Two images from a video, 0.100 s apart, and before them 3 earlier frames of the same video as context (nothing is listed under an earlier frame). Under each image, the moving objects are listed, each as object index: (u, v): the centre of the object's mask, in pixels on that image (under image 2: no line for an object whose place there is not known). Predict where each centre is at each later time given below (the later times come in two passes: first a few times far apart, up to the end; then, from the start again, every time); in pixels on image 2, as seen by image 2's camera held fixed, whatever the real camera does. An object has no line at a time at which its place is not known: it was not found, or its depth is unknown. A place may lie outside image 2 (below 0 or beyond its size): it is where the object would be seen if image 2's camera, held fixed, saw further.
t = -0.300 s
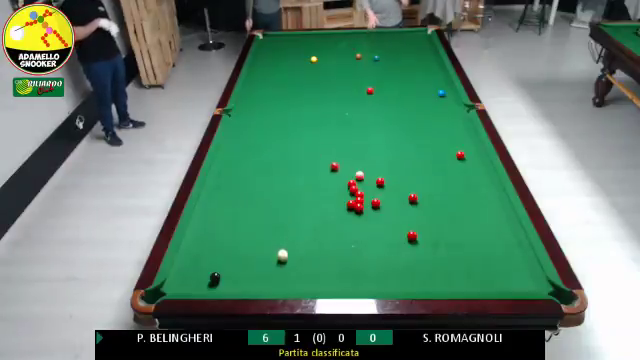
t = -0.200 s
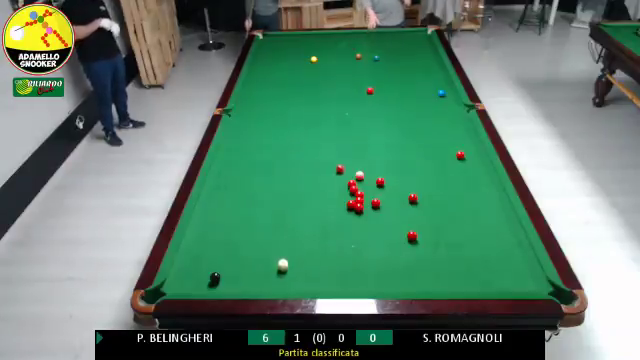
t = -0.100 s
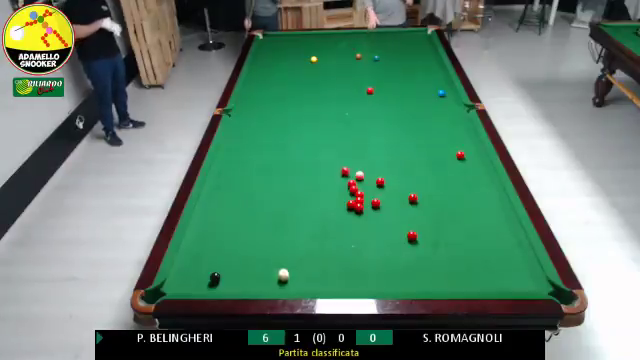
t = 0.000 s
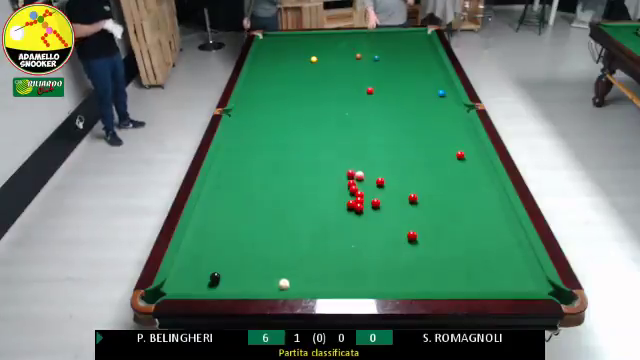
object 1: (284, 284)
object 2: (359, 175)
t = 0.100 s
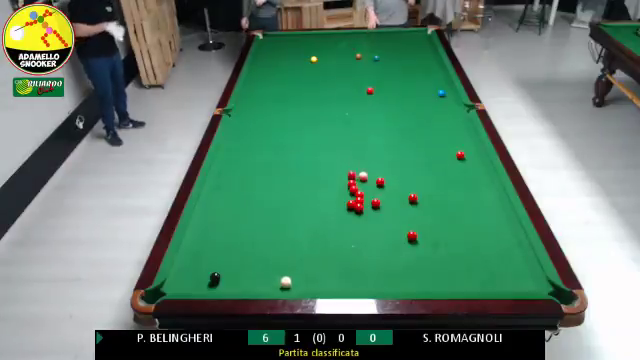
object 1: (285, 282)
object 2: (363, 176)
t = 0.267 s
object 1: (289, 271)
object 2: (369, 177)
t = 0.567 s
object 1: (294, 254)
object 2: (374, 178)
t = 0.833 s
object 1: (298, 241)
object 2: (375, 178)
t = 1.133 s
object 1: (302, 229)
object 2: (375, 178)
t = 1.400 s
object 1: (305, 219)
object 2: (375, 178)
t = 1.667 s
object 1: (307, 211)
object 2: (375, 178)
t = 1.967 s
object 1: (310, 203)
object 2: (375, 178)
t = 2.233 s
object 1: (311, 198)
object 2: (375, 177)
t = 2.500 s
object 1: (313, 193)
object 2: (375, 177)
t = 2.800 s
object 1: (315, 189)
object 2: (375, 178)
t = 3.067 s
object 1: (315, 187)
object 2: (375, 178)
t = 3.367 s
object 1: (316, 184)
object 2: (375, 177)
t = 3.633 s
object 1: (316, 184)
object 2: (375, 178)
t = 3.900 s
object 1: (316, 184)
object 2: (375, 178)
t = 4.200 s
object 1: (316, 184)
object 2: (375, 178)
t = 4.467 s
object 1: (316, 184)
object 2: (375, 177)
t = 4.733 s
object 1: (316, 184)
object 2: (375, 178)
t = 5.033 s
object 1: (316, 184)
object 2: (375, 178)
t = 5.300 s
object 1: (316, 184)
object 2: (375, 178)
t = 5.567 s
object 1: (316, 184)
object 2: (375, 178)
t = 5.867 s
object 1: (316, 184)
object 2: (375, 178)
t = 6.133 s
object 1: (316, 184)
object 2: (375, 178)
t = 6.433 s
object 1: (316, 184)
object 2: (375, 178)
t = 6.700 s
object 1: (316, 184)
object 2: (375, 178)
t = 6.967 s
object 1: (316, 184)
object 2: (375, 178)
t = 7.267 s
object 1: (316, 184)
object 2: (375, 178)
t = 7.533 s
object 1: (316, 184)
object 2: (375, 178)
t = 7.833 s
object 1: (316, 184)
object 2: (375, 178)
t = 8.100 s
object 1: (316, 184)
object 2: (375, 178)
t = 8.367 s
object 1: (316, 184)
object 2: (375, 178)
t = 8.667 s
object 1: (316, 184)
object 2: (375, 178)
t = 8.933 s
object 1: (316, 184)
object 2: (375, 178)
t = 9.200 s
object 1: (316, 184)
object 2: (375, 178)
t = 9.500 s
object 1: (316, 184)
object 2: (375, 178)
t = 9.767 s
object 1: (316, 184)
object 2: (375, 178)
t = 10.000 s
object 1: (316, 184)
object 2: (375, 178)
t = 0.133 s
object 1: (286, 280)
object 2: (364, 176)
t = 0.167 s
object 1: (287, 278)
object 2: (365, 177)
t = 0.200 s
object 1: (287, 276)
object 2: (366, 177)
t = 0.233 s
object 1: (288, 274)
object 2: (367, 177)
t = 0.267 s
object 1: (289, 271)
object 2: (369, 177)
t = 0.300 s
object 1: (290, 270)
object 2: (370, 177)
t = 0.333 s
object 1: (290, 267)
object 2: (371, 178)
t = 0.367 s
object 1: (291, 265)
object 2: (372, 178)
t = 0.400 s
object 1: (291, 264)
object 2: (373, 178)
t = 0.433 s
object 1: (292, 262)
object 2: (373, 178)
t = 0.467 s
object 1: (293, 260)
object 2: (373, 178)
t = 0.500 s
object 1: (293, 258)
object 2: (374, 178)
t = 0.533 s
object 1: (294, 256)
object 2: (374, 178)
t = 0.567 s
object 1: (294, 254)
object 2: (374, 178)
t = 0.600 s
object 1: (295, 252)
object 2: (374, 178)
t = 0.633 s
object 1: (295, 251)
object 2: (375, 178)
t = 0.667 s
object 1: (296, 249)
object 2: (375, 178)
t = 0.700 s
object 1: (296, 247)
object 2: (375, 178)
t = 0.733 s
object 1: (297, 246)
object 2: (375, 178)
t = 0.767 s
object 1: (297, 244)
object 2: (375, 178)
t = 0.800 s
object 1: (298, 243)
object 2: (375, 178)
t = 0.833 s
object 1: (298, 241)
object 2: (375, 178)
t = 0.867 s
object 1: (298, 240)
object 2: (375, 178)
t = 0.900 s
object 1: (299, 238)
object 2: (375, 178)
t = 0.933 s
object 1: (300, 237)
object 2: (375, 178)
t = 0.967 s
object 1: (300, 235)
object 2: (375, 178)
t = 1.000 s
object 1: (300, 234)
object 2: (375, 178)
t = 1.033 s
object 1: (301, 233)
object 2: (375, 178)
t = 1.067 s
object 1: (301, 231)
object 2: (375, 178)
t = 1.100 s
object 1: (302, 230)
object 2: (375, 178)
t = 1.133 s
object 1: (302, 229)
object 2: (375, 178)
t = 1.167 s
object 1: (303, 228)
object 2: (375, 178)
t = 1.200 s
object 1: (303, 226)
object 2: (375, 178)
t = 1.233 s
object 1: (303, 225)
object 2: (375, 178)
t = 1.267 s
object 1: (303, 224)
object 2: (375, 178)
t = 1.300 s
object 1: (304, 223)
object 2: (375, 178)
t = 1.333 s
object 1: (304, 221)
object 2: (375, 178)
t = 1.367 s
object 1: (305, 220)
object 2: (375, 178)
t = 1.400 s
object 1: (305, 219)
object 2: (375, 178)
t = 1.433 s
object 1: (305, 218)
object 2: (375, 177)
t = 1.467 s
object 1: (306, 217)
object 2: (375, 178)
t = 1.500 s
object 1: (306, 216)
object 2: (375, 178)
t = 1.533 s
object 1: (306, 215)
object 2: (375, 178)
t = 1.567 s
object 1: (307, 214)
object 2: (375, 178)
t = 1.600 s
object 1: (307, 213)
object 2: (375, 178)
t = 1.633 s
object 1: (307, 212)
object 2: (375, 178)
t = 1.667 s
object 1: (307, 211)
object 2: (375, 178)
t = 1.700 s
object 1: (308, 210)
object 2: (375, 178)
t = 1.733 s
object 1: (308, 209)
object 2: (375, 178)
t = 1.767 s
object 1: (308, 208)
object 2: (375, 178)
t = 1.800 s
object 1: (309, 207)
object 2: (375, 178)
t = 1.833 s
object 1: (309, 207)
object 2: (375, 178)
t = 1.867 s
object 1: (309, 206)
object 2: (375, 178)
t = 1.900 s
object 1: (310, 205)
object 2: (375, 178)
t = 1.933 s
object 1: (310, 204)
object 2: (375, 178)
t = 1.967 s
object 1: (310, 203)
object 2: (375, 178)
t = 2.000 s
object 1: (310, 202)
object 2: (375, 178)
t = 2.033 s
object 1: (310, 202)
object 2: (375, 178)
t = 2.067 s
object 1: (311, 201)
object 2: (375, 177)
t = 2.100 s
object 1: (311, 201)
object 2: (375, 177)
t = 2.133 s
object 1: (311, 200)
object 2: (375, 177)
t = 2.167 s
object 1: (311, 199)
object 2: (375, 177)
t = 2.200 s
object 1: (312, 199)
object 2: (375, 177)
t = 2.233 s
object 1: (311, 198)
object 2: (375, 177)
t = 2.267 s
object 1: (312, 197)
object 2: (375, 177)
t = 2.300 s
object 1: (312, 197)
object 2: (375, 177)
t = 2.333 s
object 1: (312, 196)
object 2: (375, 177)
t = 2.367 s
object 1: (313, 196)
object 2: (375, 177)
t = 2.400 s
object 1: (313, 195)
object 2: (375, 177)
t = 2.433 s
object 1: (313, 194)
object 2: (375, 177)
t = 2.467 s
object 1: (313, 194)
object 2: (375, 177)
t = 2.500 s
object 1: (313, 193)
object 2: (375, 177)
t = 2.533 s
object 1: (314, 193)
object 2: (375, 177)
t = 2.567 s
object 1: (314, 192)
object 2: (375, 177)
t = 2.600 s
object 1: (314, 192)
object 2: (375, 177)
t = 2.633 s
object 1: (314, 191)
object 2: (375, 177)
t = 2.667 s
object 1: (314, 191)
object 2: (375, 177)
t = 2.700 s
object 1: (314, 191)
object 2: (375, 177)
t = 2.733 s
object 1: (314, 190)
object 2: (375, 177)
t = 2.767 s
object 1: (315, 190)
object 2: (375, 178)
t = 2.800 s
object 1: (315, 189)
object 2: (375, 178)
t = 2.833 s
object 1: (315, 189)
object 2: (375, 178)
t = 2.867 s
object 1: (315, 188)
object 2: (375, 177)
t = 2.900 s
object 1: (315, 188)
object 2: (375, 177)
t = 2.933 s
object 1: (315, 188)
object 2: (375, 177)
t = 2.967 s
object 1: (315, 187)
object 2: (375, 177)
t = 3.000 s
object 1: (315, 187)
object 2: (375, 177)
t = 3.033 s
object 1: (315, 187)
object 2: (375, 178)
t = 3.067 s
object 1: (315, 187)
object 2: (375, 178)
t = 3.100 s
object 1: (315, 186)
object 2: (375, 177)
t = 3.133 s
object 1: (315, 186)
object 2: (375, 177)
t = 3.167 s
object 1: (315, 186)
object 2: (375, 177)
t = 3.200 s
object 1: (316, 186)
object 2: (375, 177)
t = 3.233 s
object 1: (316, 186)
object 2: (375, 178)
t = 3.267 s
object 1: (316, 185)
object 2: (375, 178)
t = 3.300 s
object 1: (316, 185)
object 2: (375, 178)
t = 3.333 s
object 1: (316, 185)
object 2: (375, 178)
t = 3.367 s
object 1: (316, 184)
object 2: (375, 177)
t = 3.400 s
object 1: (316, 184)
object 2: (375, 178)
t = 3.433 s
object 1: (316, 184)
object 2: (375, 178)
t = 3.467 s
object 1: (316, 184)
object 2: (375, 177)
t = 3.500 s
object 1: (316, 184)
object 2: (375, 178)
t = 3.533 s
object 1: (316, 184)
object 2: (375, 177)
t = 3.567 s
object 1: (316, 184)
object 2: (375, 178)
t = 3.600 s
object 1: (316, 184)
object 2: (375, 178)
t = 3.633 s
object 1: (316, 184)
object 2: (375, 178)
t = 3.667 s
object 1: (316, 184)
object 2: (375, 178)
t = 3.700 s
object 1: (316, 184)
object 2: (375, 178)
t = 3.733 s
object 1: (316, 184)
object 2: (375, 178)
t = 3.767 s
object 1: (316, 184)
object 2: (375, 178)
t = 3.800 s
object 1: (316, 184)
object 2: (375, 178)
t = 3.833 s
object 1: (316, 184)
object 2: (375, 177)
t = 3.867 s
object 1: (316, 184)
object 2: (375, 178)
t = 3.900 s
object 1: (316, 184)
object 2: (375, 178)
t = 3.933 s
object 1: (316, 184)
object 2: (375, 178)
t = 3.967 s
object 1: (316, 184)
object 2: (375, 178)
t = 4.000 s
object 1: (316, 184)
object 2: (375, 178)
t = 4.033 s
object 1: (316, 184)
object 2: (375, 177)
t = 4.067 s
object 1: (316, 184)
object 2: (375, 178)
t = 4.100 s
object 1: (316, 184)
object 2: (375, 177)
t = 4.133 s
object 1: (316, 184)
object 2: (375, 178)
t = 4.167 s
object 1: (316, 184)
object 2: (375, 178)
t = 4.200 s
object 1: (316, 184)
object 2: (375, 178)
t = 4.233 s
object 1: (316, 184)
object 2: (375, 178)
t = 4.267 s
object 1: (316, 184)
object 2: (375, 178)
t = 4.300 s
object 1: (316, 184)
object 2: (375, 178)
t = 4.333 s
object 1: (316, 184)
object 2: (375, 178)
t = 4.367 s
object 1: (316, 184)
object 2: (375, 178)
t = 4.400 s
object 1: (316, 184)
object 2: (375, 178)
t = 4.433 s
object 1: (316, 184)
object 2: (375, 178)
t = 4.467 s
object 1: (316, 184)
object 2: (375, 177)
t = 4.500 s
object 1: (316, 184)
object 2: (375, 178)
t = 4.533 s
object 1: (316, 184)
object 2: (375, 178)
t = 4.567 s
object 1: (316, 184)
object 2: (375, 178)
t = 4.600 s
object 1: (316, 184)
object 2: (375, 177)
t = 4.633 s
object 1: (316, 184)
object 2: (375, 177)
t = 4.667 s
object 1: (316, 184)
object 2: (375, 177)
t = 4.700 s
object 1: (316, 184)
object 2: (375, 178)
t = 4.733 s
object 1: (316, 184)
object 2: (375, 178)
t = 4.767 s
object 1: (316, 184)
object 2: (375, 178)
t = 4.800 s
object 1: (316, 184)
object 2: (375, 178)
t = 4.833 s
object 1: (316, 184)
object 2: (375, 178)
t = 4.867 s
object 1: (316, 184)
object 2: (375, 177)
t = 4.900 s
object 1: (316, 184)
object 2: (375, 178)
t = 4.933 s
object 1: (316, 184)
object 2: (375, 178)
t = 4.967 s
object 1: (316, 184)
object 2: (375, 178)
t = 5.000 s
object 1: (316, 184)
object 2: (375, 178)
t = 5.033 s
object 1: (316, 184)
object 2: (375, 178)
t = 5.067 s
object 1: (316, 184)
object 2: (375, 178)
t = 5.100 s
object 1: (316, 184)
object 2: (375, 178)
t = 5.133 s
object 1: (316, 184)
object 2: (375, 178)
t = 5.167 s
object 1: (316, 184)
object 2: (375, 178)
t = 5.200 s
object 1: (316, 184)
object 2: (375, 178)
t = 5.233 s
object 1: (316, 184)
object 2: (375, 178)
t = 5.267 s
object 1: (316, 184)
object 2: (375, 178)
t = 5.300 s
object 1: (316, 184)
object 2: (375, 178)
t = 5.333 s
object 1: (316, 184)
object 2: (375, 178)
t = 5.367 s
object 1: (316, 184)
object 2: (375, 178)
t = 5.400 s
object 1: (316, 184)
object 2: (375, 178)
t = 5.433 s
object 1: (316, 184)
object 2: (375, 178)
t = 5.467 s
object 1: (316, 184)
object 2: (375, 178)
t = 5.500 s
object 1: (316, 184)
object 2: (375, 178)
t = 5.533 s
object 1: (316, 184)
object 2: (375, 178)
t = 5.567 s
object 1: (316, 184)
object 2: (375, 178)
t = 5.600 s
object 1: (316, 184)
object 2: (375, 178)
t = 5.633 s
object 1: (316, 184)
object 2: (375, 178)
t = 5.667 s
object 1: (316, 184)
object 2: (375, 178)
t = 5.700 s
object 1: (316, 184)
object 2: (375, 178)
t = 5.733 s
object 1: (316, 184)
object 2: (375, 178)
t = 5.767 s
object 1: (316, 184)
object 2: (375, 178)
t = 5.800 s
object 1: (316, 184)
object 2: (375, 178)
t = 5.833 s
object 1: (316, 184)
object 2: (375, 178)
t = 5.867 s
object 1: (316, 184)
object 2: (375, 178)
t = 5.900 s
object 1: (316, 184)
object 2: (375, 178)
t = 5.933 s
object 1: (316, 184)
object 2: (375, 178)
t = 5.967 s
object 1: (316, 184)
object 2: (375, 178)
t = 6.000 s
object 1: (316, 184)
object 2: (375, 178)
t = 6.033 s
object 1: (316, 184)
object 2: (375, 178)
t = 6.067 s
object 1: (316, 184)
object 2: (375, 178)
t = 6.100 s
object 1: (316, 184)
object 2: (375, 178)
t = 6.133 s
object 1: (316, 184)
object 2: (375, 178)
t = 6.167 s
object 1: (316, 184)
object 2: (375, 178)
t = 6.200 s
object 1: (316, 184)
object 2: (375, 178)
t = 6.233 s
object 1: (316, 184)
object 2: (375, 178)
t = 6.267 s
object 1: (316, 184)
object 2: (375, 178)
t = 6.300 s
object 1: (316, 184)
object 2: (375, 178)
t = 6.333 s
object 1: (316, 184)
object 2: (375, 178)
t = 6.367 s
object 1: (316, 184)
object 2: (375, 178)
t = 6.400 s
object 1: (316, 184)
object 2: (375, 178)
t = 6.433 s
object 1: (316, 184)
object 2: (375, 178)
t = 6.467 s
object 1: (316, 184)
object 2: (375, 178)
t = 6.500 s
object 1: (316, 184)
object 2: (375, 178)
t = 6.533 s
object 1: (316, 184)
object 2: (375, 178)
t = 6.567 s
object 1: (316, 184)
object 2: (375, 178)
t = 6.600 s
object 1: (316, 184)
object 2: (375, 178)
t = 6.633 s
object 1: (316, 184)
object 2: (375, 178)
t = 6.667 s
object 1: (316, 184)
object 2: (375, 178)
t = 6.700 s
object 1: (316, 184)
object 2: (375, 178)
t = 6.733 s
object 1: (316, 184)
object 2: (375, 178)
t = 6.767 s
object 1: (316, 184)
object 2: (375, 178)
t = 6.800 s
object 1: (316, 184)
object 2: (375, 178)
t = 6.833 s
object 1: (316, 184)
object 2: (375, 178)
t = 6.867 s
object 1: (316, 184)
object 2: (375, 178)
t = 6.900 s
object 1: (316, 184)
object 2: (375, 178)
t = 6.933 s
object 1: (316, 184)
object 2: (375, 178)
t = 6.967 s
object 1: (316, 184)
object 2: (375, 178)
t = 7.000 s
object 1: (316, 184)
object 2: (375, 178)
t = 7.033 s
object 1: (316, 184)
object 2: (375, 178)
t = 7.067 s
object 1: (316, 184)
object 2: (375, 178)
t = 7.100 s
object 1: (316, 184)
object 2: (375, 178)
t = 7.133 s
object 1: (316, 184)
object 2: (375, 178)
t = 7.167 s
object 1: (316, 184)
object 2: (375, 178)
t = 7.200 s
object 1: (316, 184)
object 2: (375, 178)
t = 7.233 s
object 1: (316, 184)
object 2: (375, 178)
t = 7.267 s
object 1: (316, 184)
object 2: (375, 178)
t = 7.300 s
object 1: (316, 184)
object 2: (375, 178)
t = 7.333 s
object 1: (316, 184)
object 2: (375, 178)
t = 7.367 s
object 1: (316, 184)
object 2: (375, 178)
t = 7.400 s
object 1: (316, 184)
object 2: (375, 178)
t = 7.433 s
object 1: (316, 184)
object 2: (375, 178)
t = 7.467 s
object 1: (316, 184)
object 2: (375, 178)
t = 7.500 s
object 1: (316, 184)
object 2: (375, 178)
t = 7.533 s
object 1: (316, 184)
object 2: (375, 178)
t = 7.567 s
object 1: (316, 184)
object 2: (375, 178)
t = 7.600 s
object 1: (316, 184)
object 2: (375, 178)
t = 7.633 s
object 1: (316, 184)
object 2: (375, 178)
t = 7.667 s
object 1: (316, 184)
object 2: (375, 178)
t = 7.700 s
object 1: (316, 184)
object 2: (375, 178)
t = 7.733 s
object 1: (316, 184)
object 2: (375, 178)
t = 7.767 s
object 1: (316, 184)
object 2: (375, 178)
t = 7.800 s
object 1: (316, 184)
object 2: (375, 178)
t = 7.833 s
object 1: (316, 184)
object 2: (375, 178)
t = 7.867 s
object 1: (316, 184)
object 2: (375, 178)
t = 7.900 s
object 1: (316, 184)
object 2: (375, 178)
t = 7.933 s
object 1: (316, 184)
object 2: (375, 178)
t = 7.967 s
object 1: (316, 184)
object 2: (375, 178)
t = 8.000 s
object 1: (316, 184)
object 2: (375, 178)
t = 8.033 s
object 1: (316, 184)
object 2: (375, 178)
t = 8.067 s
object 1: (316, 184)
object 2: (375, 178)
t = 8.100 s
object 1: (316, 184)
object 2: (375, 178)
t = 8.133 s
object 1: (316, 184)
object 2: (375, 178)
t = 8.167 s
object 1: (316, 184)
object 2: (375, 178)
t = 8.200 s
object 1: (316, 184)
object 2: (375, 178)
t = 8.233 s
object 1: (316, 184)
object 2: (375, 178)
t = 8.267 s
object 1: (316, 184)
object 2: (375, 178)
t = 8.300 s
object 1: (316, 184)
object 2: (375, 178)
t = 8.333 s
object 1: (316, 184)
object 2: (375, 178)
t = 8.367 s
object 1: (316, 184)
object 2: (375, 178)
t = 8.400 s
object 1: (316, 184)
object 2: (375, 178)
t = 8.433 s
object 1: (316, 184)
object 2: (375, 178)
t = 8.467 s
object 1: (316, 184)
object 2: (375, 178)
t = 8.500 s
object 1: (316, 184)
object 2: (375, 178)
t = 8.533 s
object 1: (316, 184)
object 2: (375, 178)
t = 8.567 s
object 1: (316, 184)
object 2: (375, 178)
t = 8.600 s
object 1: (316, 184)
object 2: (375, 178)
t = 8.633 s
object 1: (316, 184)
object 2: (375, 178)
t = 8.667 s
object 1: (316, 184)
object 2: (375, 178)
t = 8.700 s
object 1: (316, 184)
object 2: (375, 178)
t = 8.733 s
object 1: (316, 184)
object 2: (375, 178)
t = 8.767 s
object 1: (316, 184)
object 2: (375, 178)
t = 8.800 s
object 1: (316, 184)
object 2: (375, 178)
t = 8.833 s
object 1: (316, 184)
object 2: (375, 178)
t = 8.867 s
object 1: (316, 184)
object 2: (375, 178)
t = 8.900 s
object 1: (316, 184)
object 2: (375, 178)
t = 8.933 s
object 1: (316, 184)
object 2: (375, 178)
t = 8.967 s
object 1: (316, 184)
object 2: (375, 178)
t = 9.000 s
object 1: (316, 184)
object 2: (375, 178)
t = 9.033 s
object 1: (316, 184)
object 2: (375, 178)
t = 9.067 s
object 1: (316, 184)
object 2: (375, 178)
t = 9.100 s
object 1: (316, 184)
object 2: (375, 178)
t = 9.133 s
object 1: (316, 184)
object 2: (375, 178)
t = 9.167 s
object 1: (316, 184)
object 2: (375, 178)
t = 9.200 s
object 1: (316, 184)
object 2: (375, 178)
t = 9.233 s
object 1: (316, 184)
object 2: (375, 178)
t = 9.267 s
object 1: (316, 184)
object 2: (375, 178)
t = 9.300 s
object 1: (316, 184)
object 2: (375, 178)
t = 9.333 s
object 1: (316, 184)
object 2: (375, 178)
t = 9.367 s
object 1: (316, 184)
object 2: (375, 178)
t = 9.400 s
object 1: (316, 184)
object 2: (375, 178)
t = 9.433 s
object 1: (316, 184)
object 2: (375, 178)
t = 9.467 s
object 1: (316, 184)
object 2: (375, 178)
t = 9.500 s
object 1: (316, 184)
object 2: (375, 178)
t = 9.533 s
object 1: (316, 184)
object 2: (375, 178)
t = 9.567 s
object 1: (316, 184)
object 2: (375, 178)
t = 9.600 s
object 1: (316, 184)
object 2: (375, 178)
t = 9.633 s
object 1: (316, 184)
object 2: (375, 178)
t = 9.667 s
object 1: (316, 184)
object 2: (375, 178)
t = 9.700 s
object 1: (316, 184)
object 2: (375, 178)
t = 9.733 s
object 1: (316, 184)
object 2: (375, 178)
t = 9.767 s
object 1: (316, 184)
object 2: (375, 178)
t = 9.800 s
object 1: (316, 184)
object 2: (375, 178)
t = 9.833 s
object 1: (316, 184)
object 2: (375, 178)
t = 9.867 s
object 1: (316, 184)
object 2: (375, 178)
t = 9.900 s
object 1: (316, 184)
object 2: (375, 178)
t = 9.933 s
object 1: (316, 184)
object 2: (375, 178)
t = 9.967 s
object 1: (316, 184)
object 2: (375, 178)
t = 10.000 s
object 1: (316, 184)
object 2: (375, 178)
